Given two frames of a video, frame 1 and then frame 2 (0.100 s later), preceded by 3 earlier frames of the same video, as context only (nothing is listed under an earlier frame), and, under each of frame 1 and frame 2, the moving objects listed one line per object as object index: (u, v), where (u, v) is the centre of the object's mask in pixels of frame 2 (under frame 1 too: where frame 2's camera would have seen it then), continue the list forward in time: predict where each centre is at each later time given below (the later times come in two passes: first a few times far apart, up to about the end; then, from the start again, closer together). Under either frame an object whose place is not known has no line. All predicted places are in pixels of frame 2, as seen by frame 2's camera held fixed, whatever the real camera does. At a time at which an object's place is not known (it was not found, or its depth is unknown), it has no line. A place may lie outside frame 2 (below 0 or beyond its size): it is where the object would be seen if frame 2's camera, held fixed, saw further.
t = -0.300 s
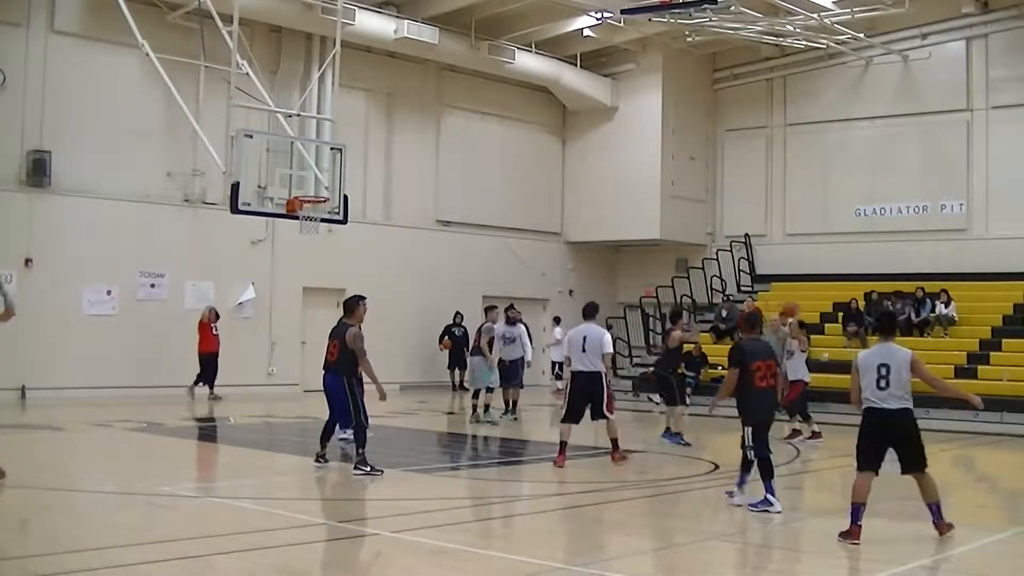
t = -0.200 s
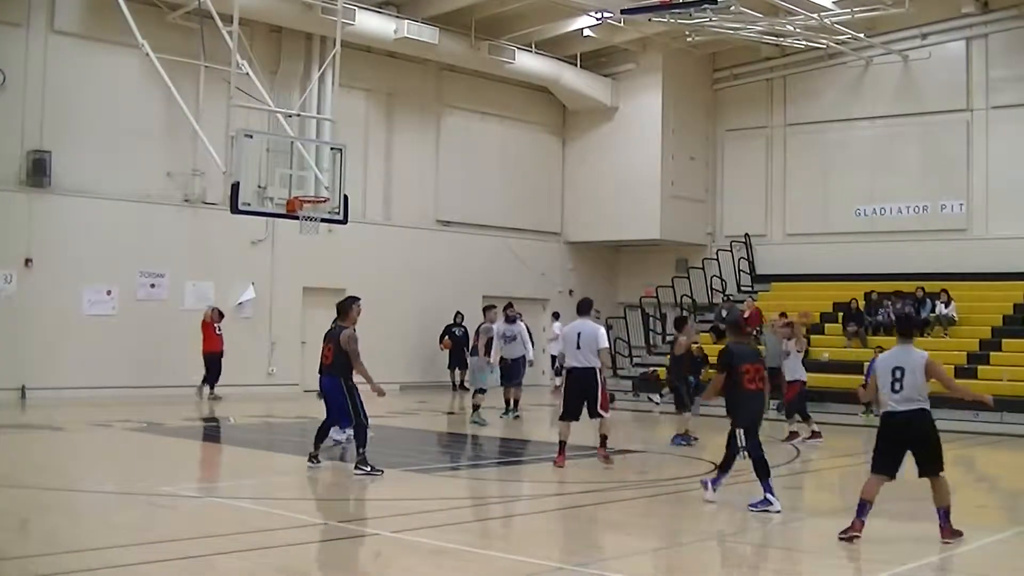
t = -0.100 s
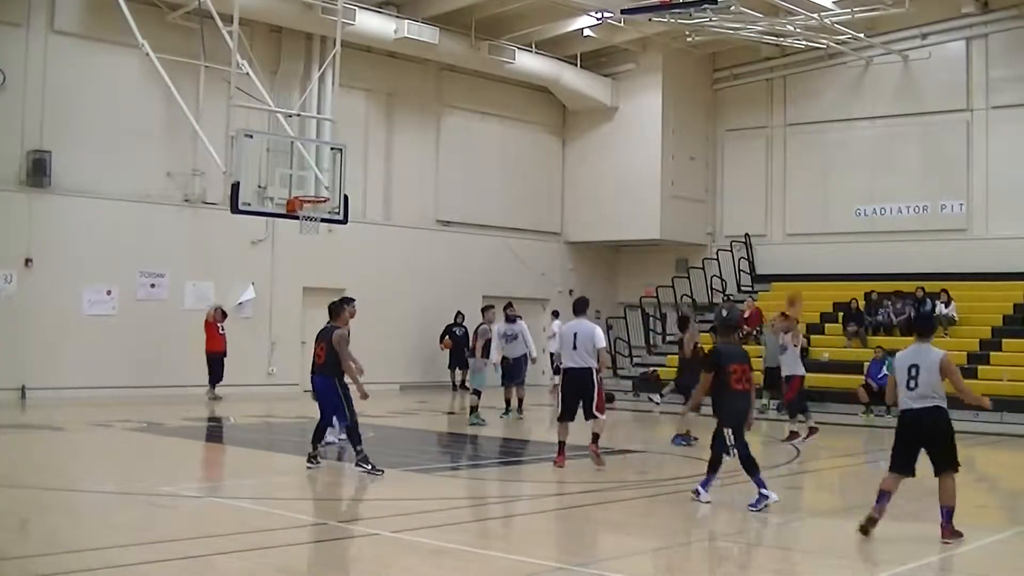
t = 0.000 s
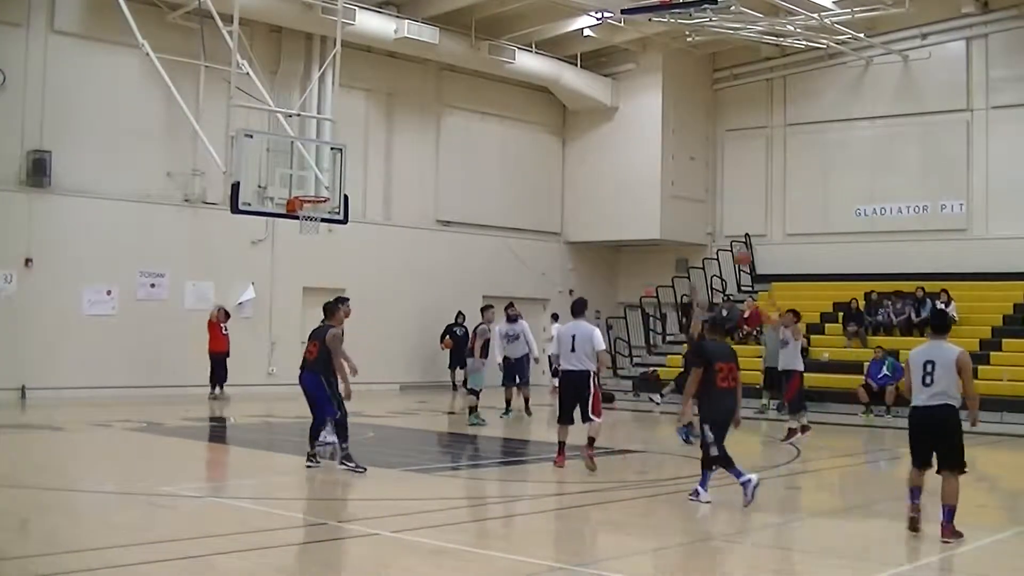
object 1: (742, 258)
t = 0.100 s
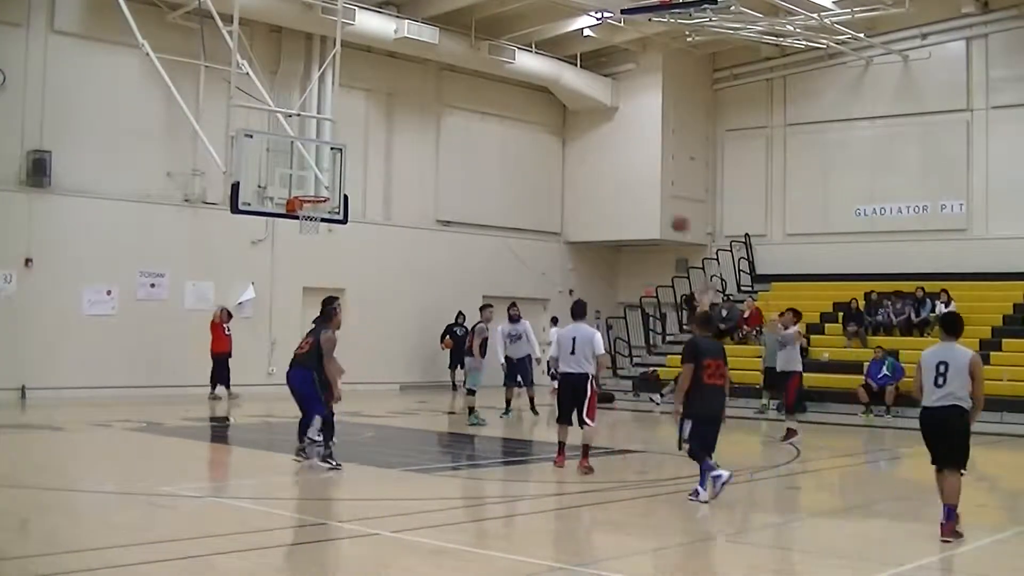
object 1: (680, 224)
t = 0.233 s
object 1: (591, 187)
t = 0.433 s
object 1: (449, 158)
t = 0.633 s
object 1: (294, 165)
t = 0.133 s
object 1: (657, 213)
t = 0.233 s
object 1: (591, 187)
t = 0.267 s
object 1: (568, 180)
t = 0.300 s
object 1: (546, 174)
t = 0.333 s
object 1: (522, 168)
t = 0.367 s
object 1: (497, 164)
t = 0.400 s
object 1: (473, 161)
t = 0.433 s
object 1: (449, 158)
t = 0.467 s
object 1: (424, 157)
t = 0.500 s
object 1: (398, 156)
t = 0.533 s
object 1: (372, 157)
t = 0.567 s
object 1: (347, 159)
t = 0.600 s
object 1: (320, 162)
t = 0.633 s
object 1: (294, 165)
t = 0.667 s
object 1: (268, 171)
